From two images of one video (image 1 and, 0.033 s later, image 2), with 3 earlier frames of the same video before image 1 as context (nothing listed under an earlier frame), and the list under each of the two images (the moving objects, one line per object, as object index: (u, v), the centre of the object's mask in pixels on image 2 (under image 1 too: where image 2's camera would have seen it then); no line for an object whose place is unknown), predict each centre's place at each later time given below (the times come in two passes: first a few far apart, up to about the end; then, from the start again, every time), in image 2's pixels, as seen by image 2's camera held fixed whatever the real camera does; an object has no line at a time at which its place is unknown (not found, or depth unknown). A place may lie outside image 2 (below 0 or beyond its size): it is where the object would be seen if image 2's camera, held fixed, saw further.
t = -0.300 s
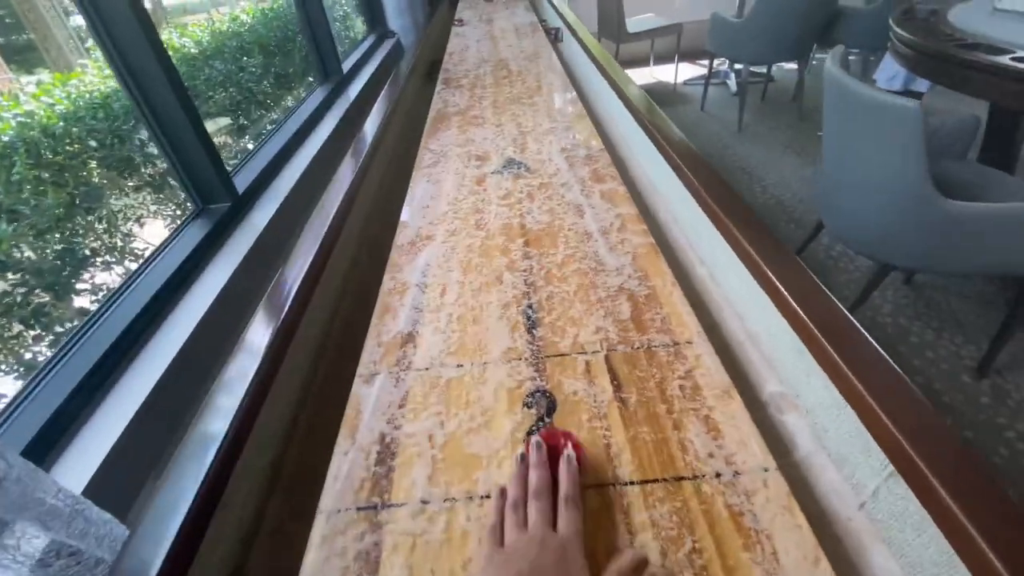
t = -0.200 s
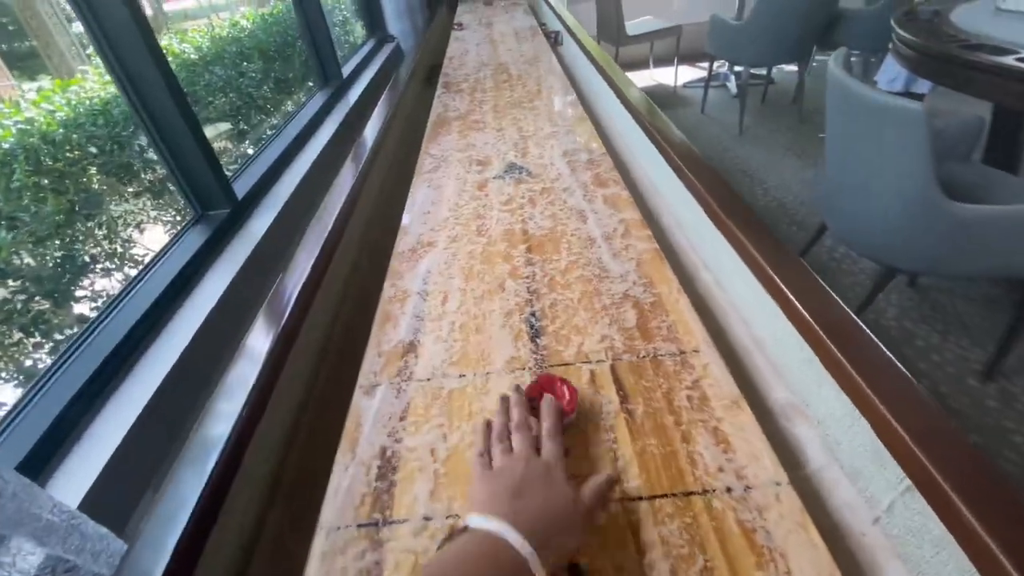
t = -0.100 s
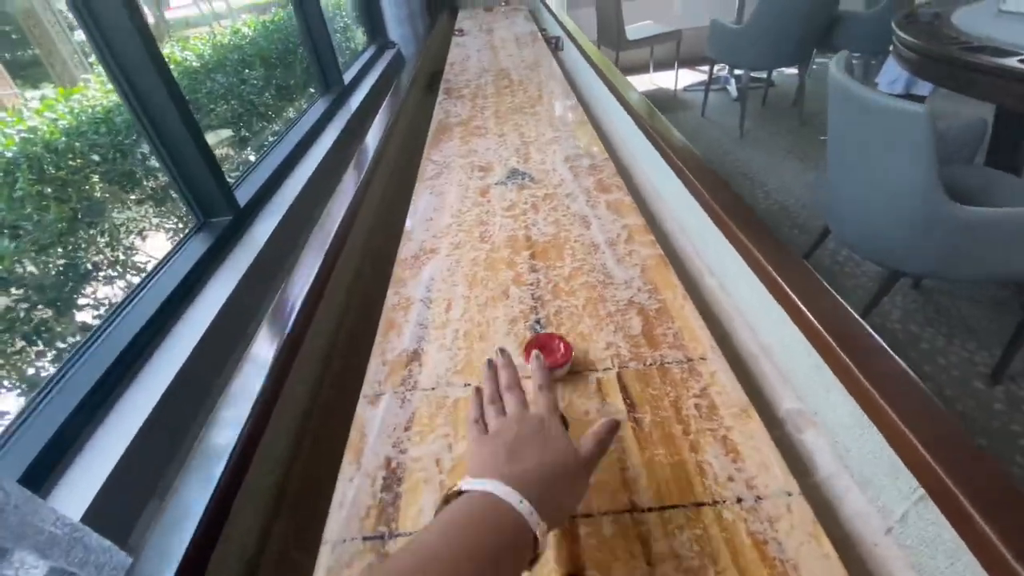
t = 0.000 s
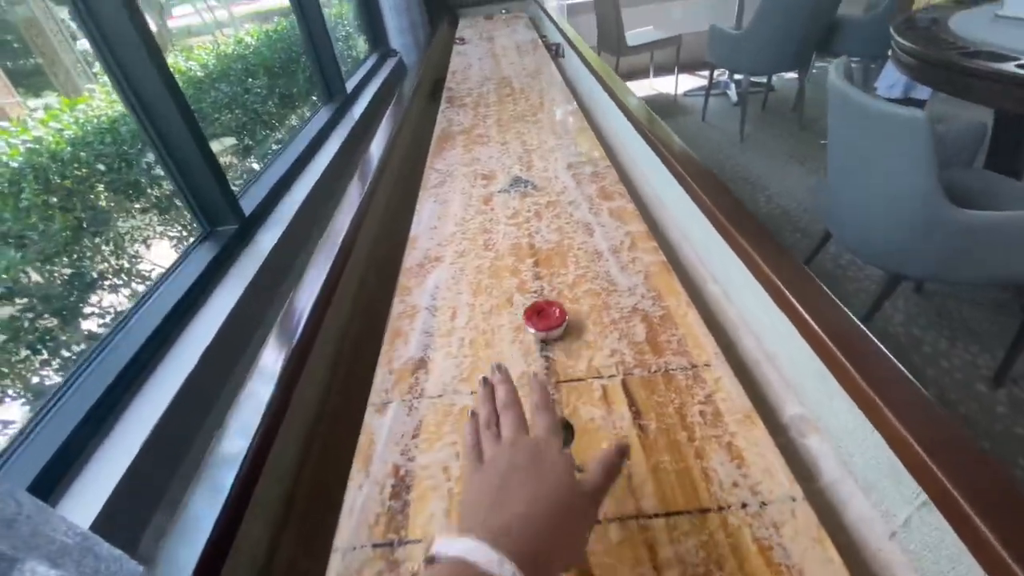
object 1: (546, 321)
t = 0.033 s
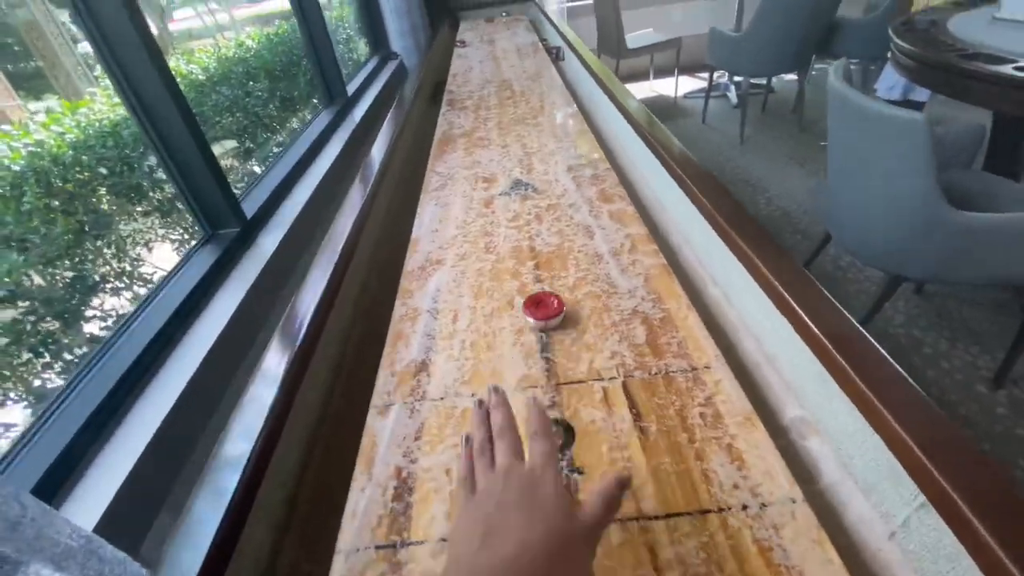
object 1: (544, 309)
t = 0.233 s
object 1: (532, 250)
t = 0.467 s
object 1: (522, 205)
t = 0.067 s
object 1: (541, 299)
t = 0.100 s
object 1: (540, 287)
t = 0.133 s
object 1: (537, 278)
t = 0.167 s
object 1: (535, 268)
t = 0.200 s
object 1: (534, 259)
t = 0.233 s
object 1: (532, 250)
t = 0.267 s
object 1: (530, 243)
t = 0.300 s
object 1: (529, 236)
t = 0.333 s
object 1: (527, 229)
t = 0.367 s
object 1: (525, 222)
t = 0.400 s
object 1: (524, 216)
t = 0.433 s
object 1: (523, 210)
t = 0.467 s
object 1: (522, 205)
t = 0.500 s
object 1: (521, 199)
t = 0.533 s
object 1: (519, 194)
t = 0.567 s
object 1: (518, 189)
